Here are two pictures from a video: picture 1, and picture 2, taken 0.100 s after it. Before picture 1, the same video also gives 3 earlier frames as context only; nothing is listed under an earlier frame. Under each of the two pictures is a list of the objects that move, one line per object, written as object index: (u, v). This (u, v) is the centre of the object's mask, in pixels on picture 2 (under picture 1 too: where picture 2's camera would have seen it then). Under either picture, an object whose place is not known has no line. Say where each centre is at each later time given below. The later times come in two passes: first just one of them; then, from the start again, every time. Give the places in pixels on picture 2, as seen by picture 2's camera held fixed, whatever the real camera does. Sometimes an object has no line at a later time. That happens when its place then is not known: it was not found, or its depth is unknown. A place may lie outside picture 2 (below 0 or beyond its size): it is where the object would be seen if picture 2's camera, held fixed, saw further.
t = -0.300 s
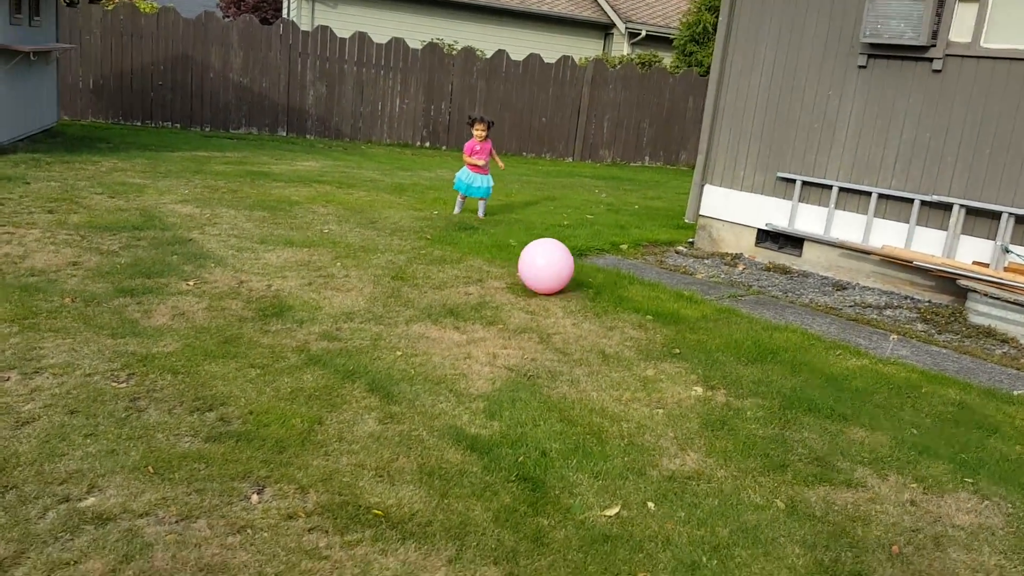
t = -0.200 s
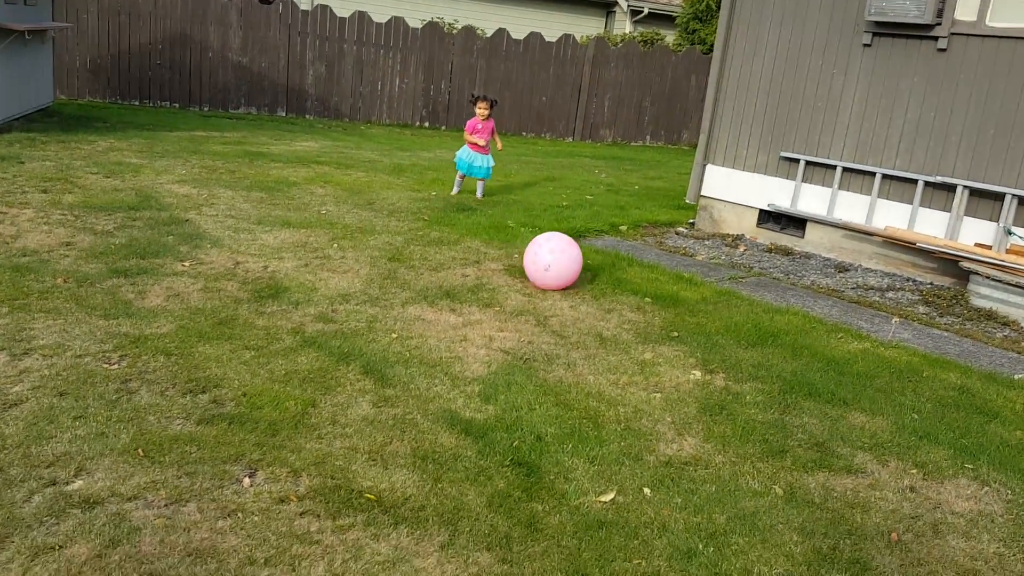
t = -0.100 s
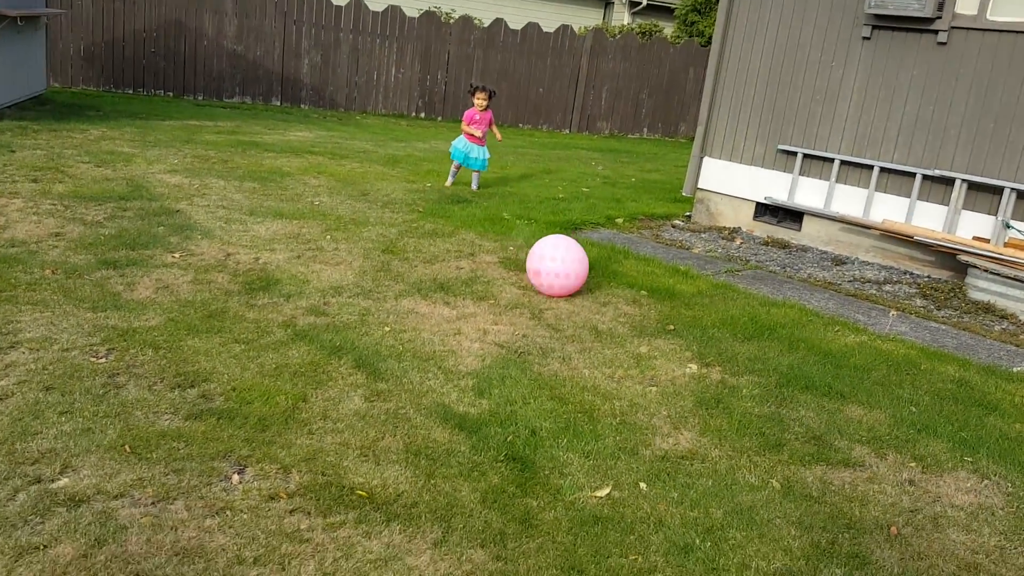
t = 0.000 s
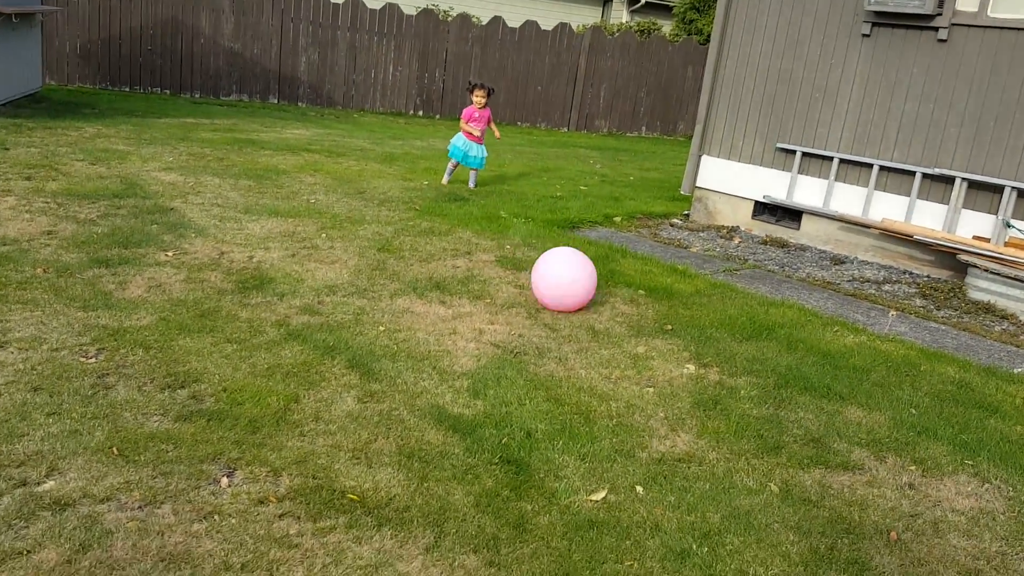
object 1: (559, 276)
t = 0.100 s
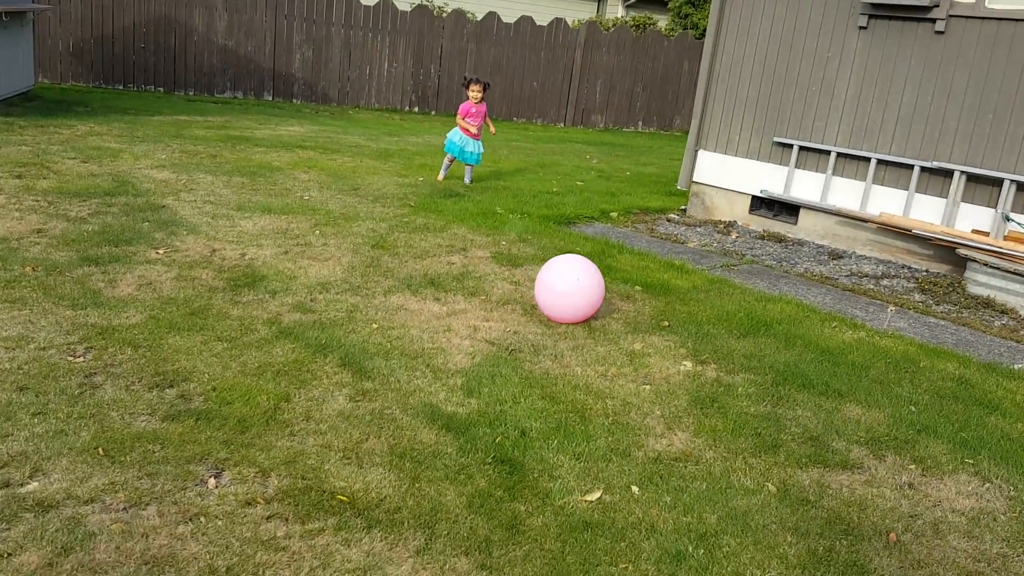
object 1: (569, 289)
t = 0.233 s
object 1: (581, 306)
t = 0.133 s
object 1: (572, 292)
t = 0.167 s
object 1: (575, 296)
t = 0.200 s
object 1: (578, 301)
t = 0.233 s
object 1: (581, 306)
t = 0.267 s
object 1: (584, 312)
